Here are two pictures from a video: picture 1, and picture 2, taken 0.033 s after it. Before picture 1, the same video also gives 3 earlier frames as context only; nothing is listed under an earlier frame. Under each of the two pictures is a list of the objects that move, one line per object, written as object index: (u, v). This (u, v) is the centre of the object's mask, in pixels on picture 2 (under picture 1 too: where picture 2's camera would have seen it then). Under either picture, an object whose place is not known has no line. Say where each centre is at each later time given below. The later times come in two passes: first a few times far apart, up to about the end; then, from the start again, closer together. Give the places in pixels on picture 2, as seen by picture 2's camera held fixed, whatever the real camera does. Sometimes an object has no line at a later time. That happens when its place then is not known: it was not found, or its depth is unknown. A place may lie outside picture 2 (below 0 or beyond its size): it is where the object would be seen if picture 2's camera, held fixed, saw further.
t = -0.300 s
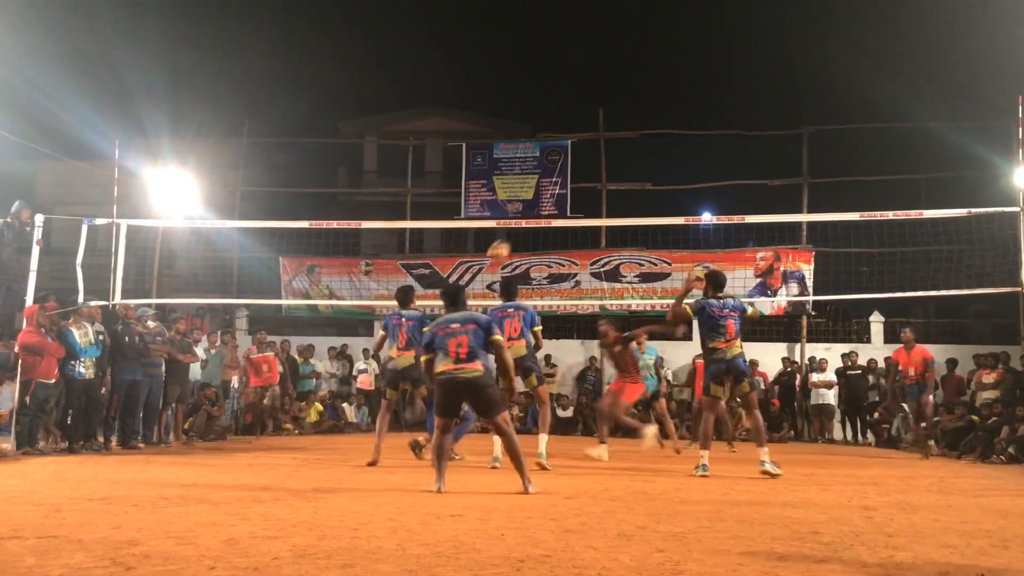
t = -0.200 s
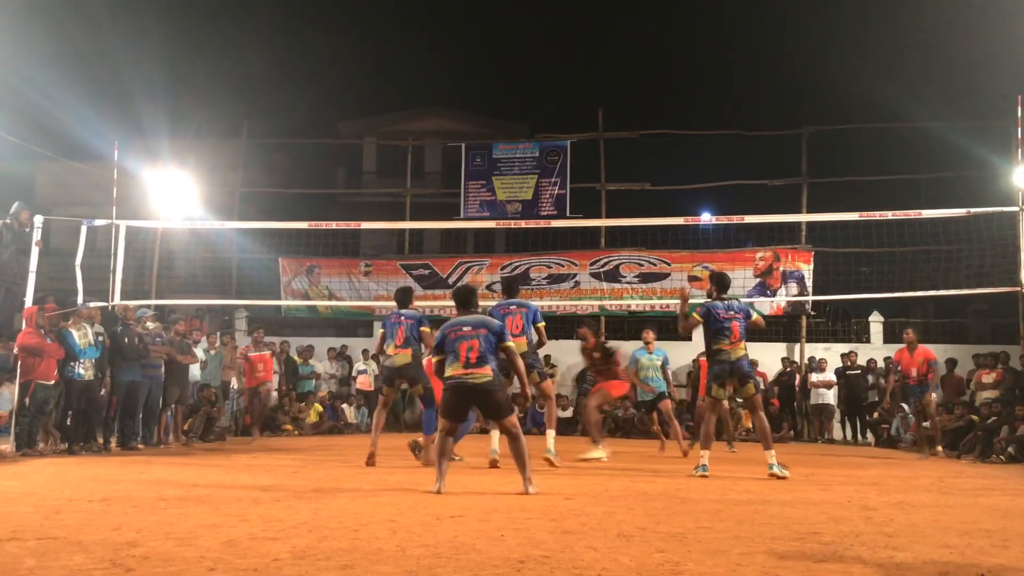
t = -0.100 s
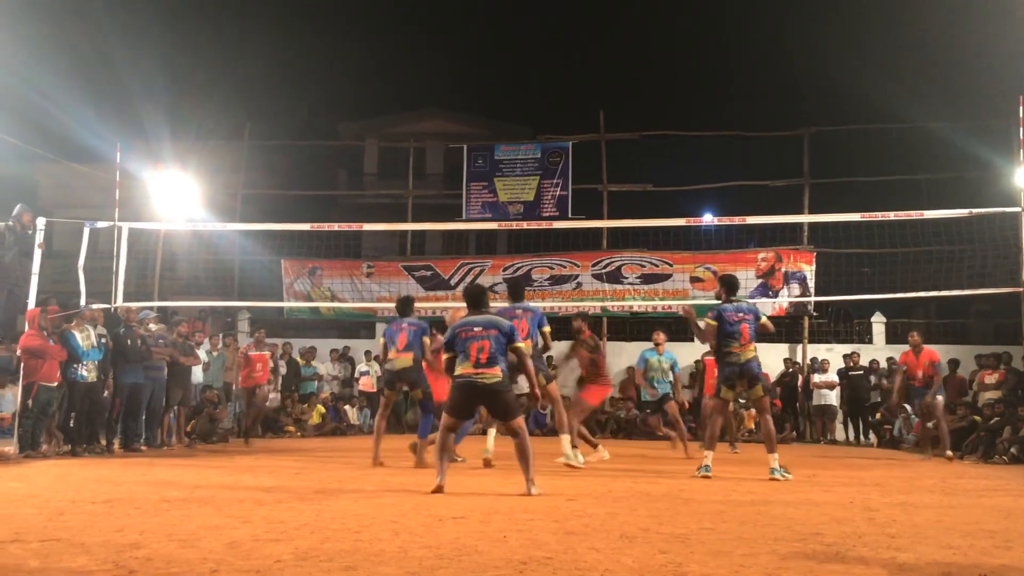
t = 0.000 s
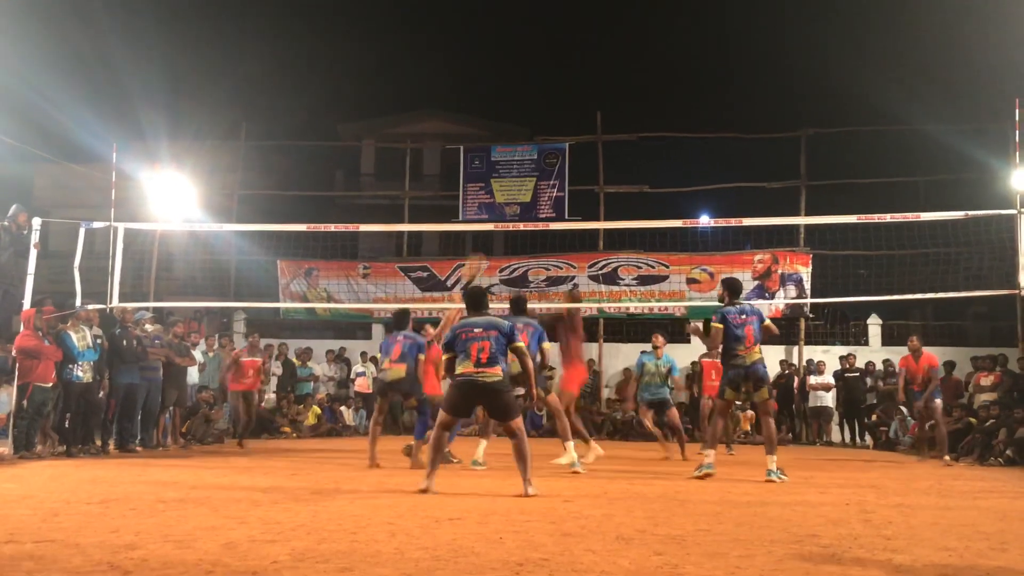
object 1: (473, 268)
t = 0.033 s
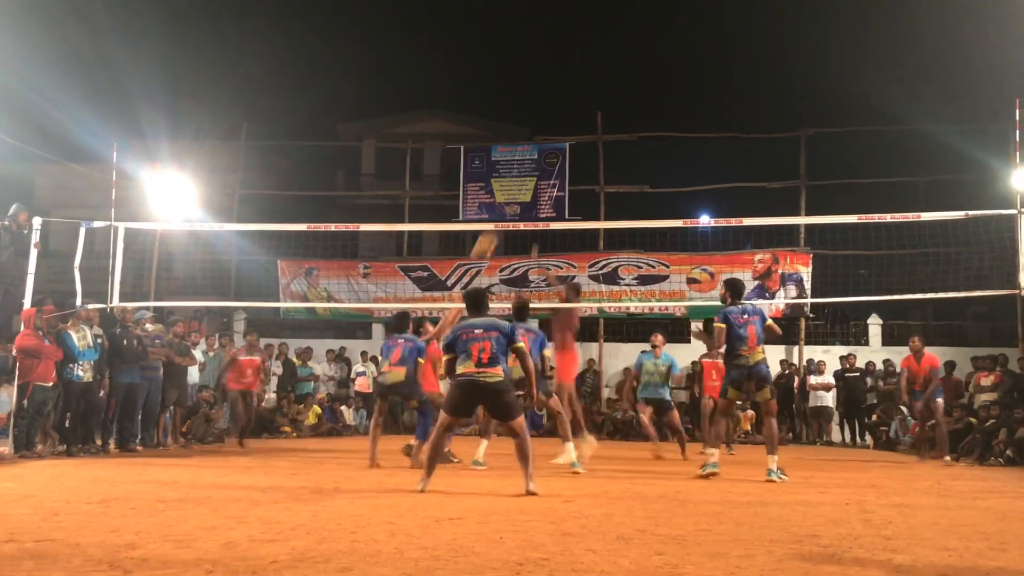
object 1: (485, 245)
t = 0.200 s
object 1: (539, 150)
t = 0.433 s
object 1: (612, 63)
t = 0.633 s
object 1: (671, 27)
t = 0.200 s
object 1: (539, 150)
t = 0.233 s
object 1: (550, 135)
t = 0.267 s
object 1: (560, 121)
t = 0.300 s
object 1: (571, 107)
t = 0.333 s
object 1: (581, 95)
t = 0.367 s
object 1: (591, 83)
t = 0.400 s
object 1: (601, 72)
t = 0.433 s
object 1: (612, 63)
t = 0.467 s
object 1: (622, 55)
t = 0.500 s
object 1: (632, 47)
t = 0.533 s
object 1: (642, 41)
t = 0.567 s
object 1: (652, 36)
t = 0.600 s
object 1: (662, 31)
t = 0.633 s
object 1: (671, 27)
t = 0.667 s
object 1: (681, 25)
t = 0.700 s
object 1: (691, 23)
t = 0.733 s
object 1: (700, 22)
